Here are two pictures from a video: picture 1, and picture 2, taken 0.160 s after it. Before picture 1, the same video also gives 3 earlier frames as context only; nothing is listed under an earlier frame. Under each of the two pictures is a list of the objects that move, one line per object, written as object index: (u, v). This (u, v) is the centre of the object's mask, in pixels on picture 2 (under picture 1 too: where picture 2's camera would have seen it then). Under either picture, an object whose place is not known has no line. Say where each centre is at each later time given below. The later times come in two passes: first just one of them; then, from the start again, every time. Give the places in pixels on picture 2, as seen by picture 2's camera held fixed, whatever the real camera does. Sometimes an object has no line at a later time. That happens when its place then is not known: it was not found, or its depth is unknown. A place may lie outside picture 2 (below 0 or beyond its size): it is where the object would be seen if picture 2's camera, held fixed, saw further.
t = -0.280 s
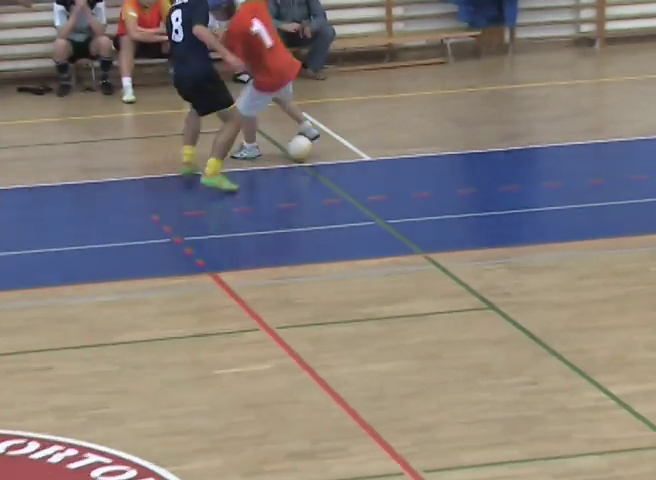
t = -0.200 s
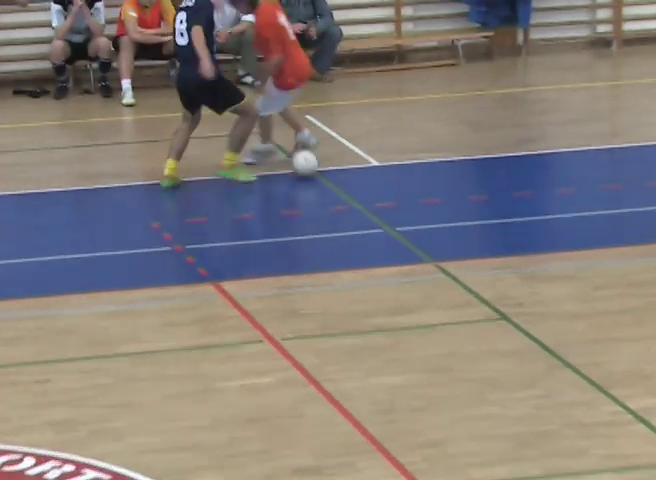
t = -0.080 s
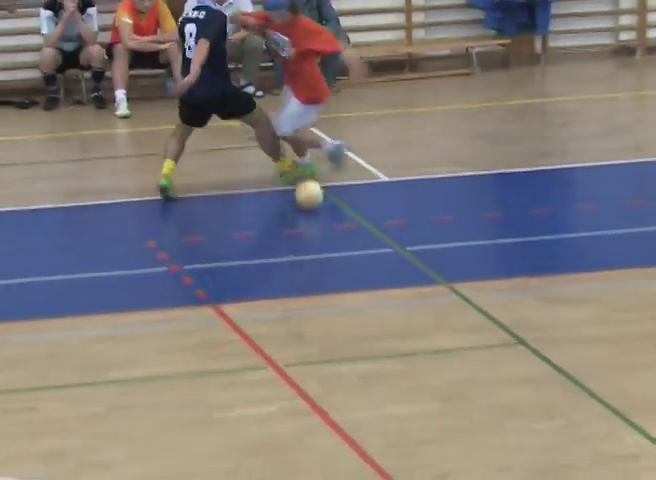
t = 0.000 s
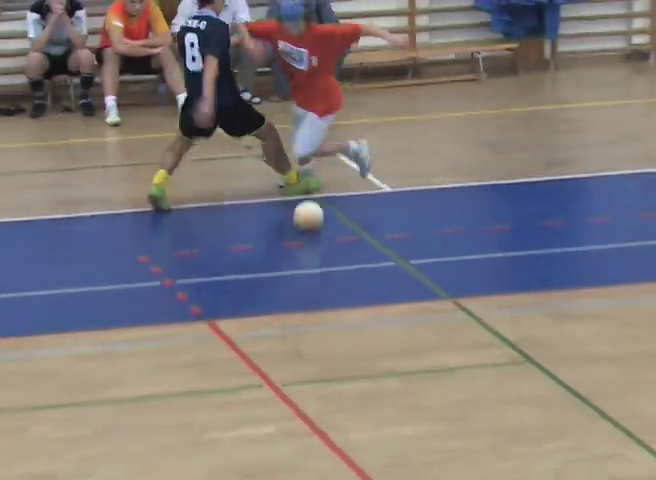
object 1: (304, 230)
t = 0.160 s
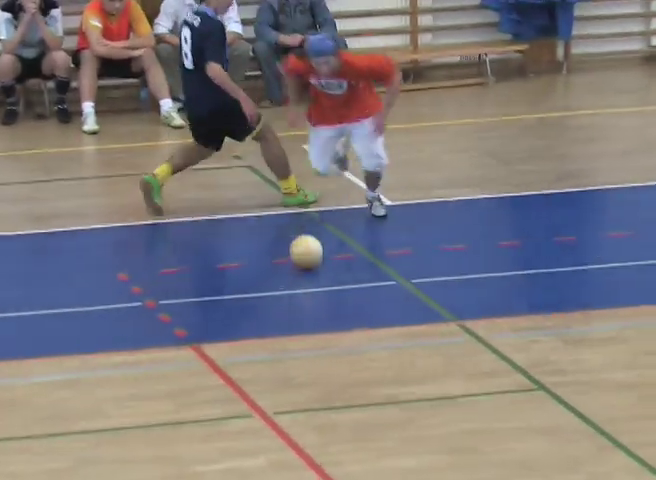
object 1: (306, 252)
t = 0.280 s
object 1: (308, 266)
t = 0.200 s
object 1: (306, 257)
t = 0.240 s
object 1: (307, 261)
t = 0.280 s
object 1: (308, 266)
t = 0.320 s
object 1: (309, 271)
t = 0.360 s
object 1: (309, 276)
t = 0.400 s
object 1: (310, 281)
